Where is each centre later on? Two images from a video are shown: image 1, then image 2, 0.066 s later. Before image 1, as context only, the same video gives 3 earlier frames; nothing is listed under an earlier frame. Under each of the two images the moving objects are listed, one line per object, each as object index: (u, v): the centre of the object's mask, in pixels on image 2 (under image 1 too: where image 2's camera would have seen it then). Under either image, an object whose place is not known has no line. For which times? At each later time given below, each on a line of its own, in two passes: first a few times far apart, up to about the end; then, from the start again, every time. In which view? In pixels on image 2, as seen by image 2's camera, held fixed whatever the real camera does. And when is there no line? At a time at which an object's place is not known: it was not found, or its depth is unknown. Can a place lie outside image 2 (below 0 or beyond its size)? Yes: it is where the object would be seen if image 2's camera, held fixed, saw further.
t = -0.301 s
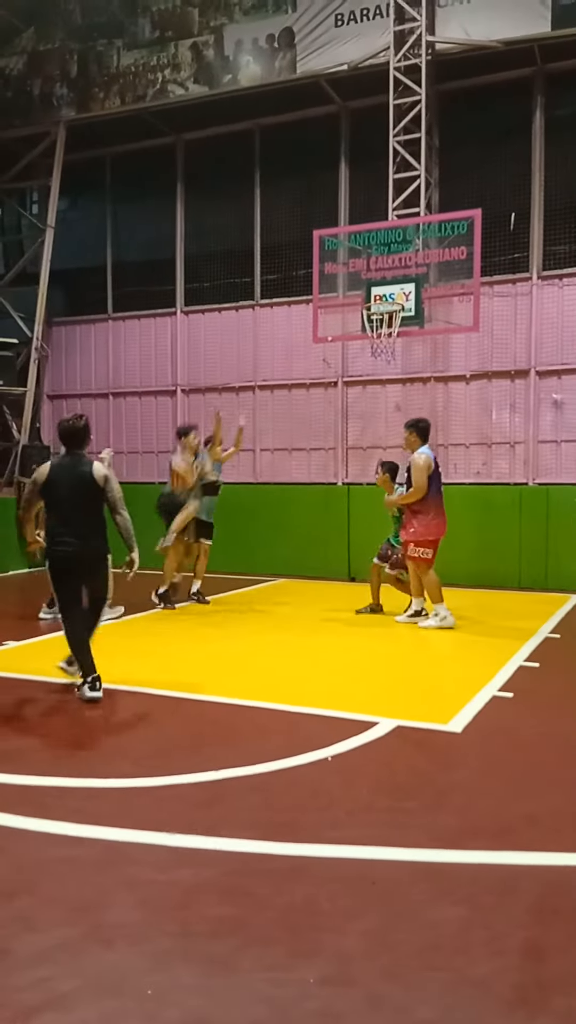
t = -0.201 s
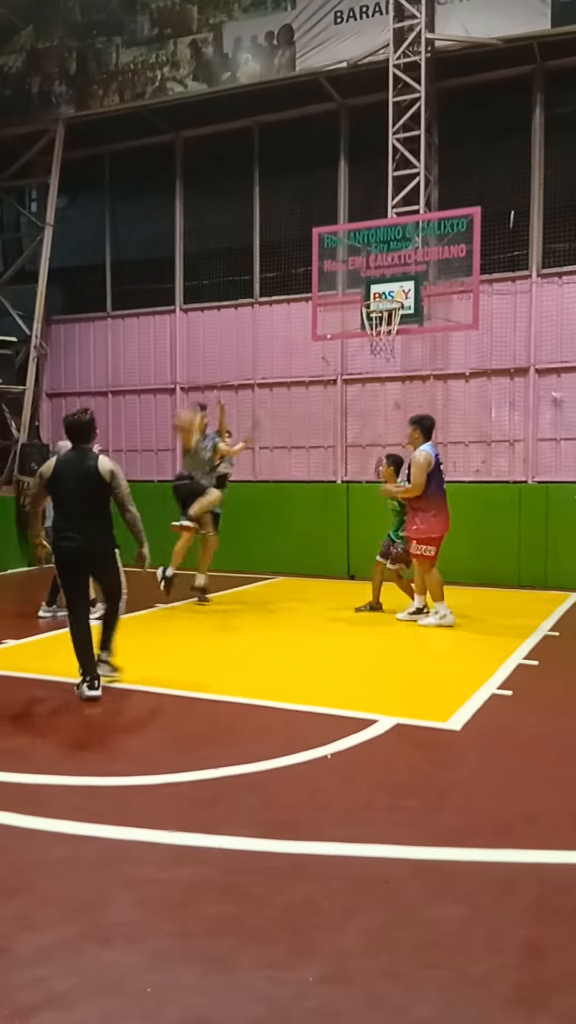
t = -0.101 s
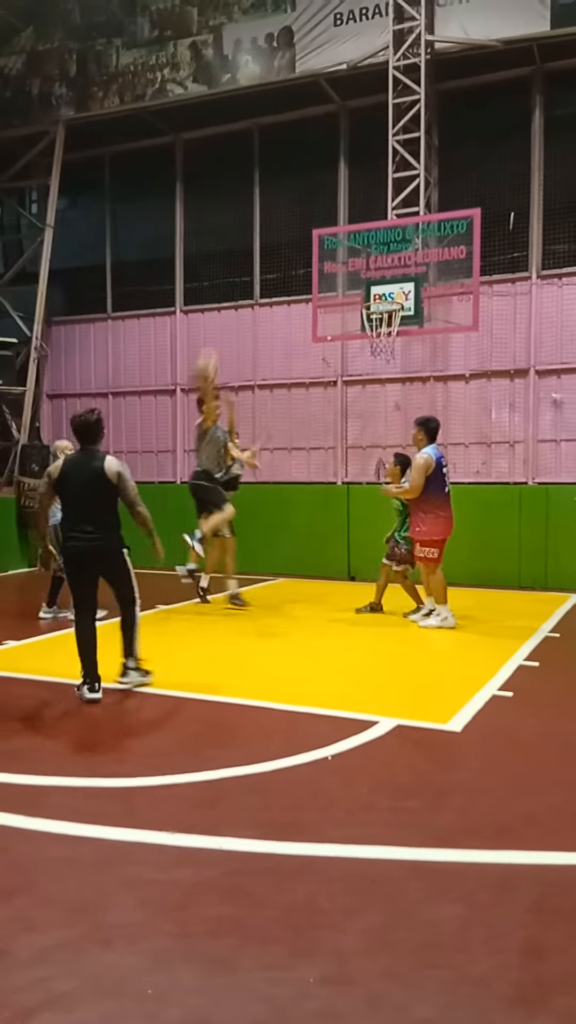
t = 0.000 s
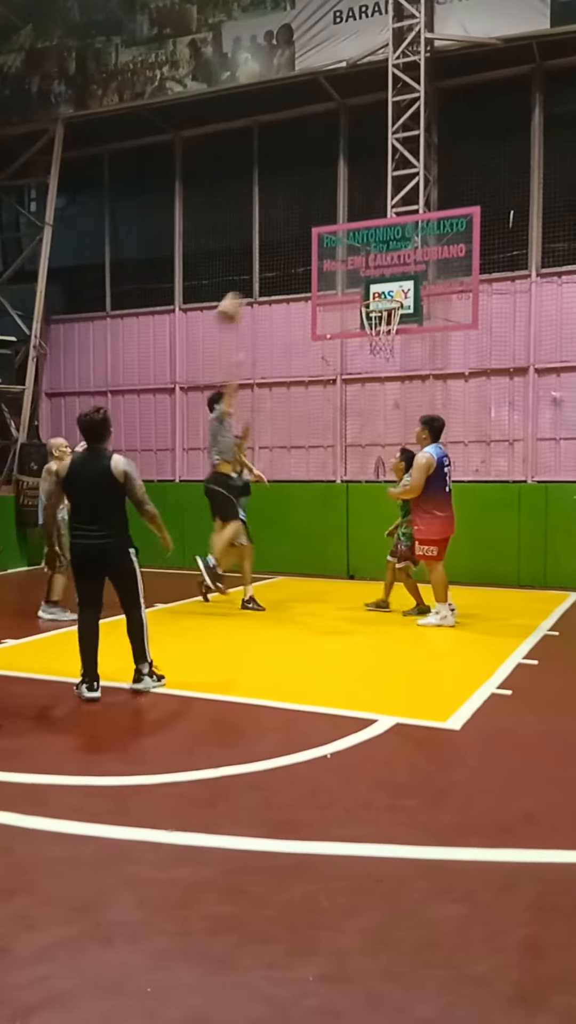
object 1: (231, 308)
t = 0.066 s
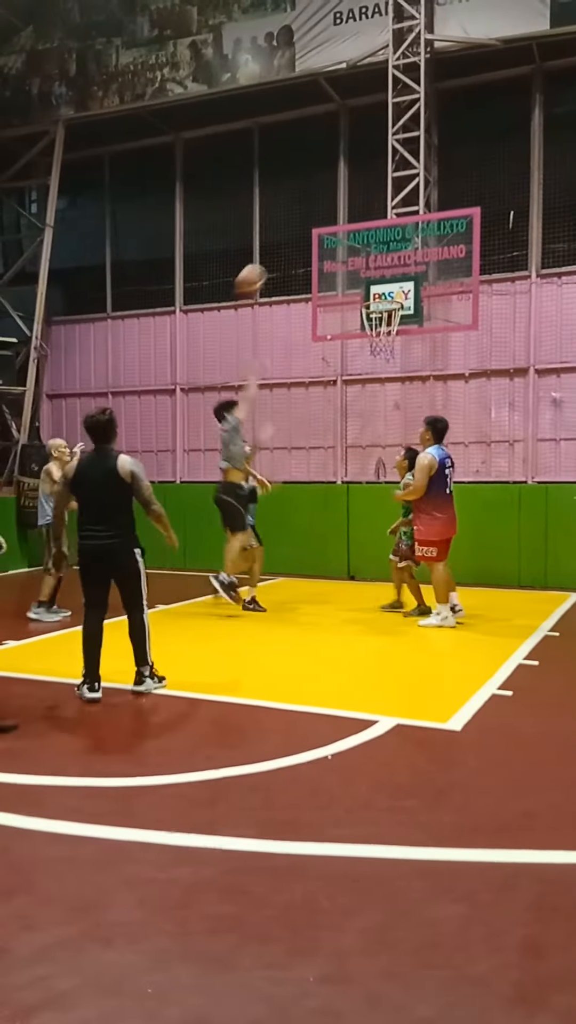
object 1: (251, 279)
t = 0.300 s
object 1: (314, 212)
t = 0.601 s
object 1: (382, 215)
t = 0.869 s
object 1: (416, 269)
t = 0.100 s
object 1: (261, 266)
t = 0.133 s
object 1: (271, 253)
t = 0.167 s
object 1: (278, 243)
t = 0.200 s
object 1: (287, 235)
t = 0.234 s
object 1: (296, 227)
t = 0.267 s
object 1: (305, 219)
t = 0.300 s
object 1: (314, 212)
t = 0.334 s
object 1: (322, 209)
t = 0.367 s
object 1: (329, 208)
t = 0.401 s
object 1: (337, 206)
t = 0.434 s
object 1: (345, 205)
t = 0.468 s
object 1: (354, 205)
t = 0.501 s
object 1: (361, 207)
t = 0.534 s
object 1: (368, 208)
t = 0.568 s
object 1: (375, 211)
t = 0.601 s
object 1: (382, 215)
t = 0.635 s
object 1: (390, 221)
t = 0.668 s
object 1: (398, 228)
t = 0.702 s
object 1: (405, 234)
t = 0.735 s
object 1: (411, 242)
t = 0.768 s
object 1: (413, 248)
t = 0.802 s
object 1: (414, 254)
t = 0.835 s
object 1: (415, 262)
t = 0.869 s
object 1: (416, 269)
